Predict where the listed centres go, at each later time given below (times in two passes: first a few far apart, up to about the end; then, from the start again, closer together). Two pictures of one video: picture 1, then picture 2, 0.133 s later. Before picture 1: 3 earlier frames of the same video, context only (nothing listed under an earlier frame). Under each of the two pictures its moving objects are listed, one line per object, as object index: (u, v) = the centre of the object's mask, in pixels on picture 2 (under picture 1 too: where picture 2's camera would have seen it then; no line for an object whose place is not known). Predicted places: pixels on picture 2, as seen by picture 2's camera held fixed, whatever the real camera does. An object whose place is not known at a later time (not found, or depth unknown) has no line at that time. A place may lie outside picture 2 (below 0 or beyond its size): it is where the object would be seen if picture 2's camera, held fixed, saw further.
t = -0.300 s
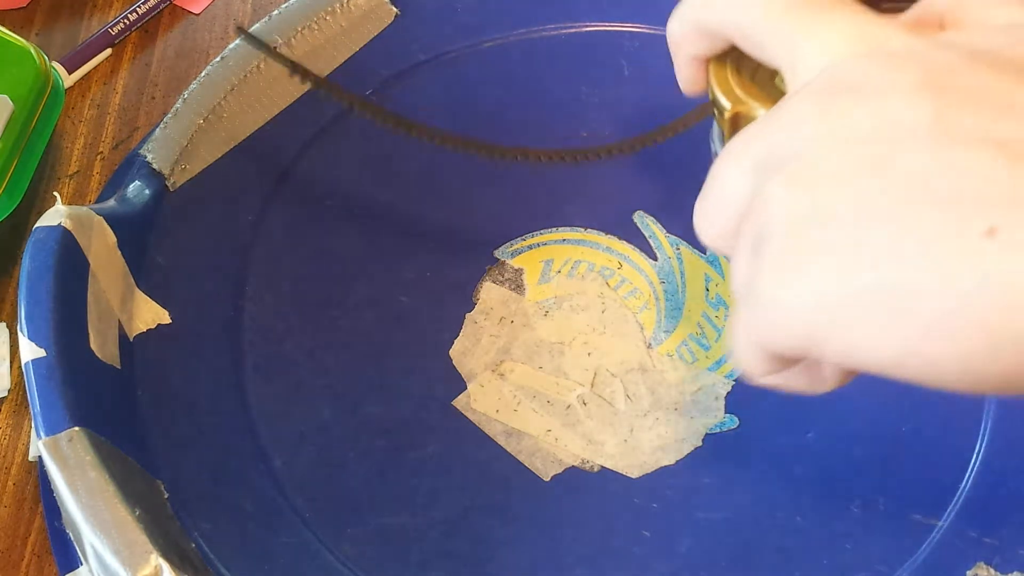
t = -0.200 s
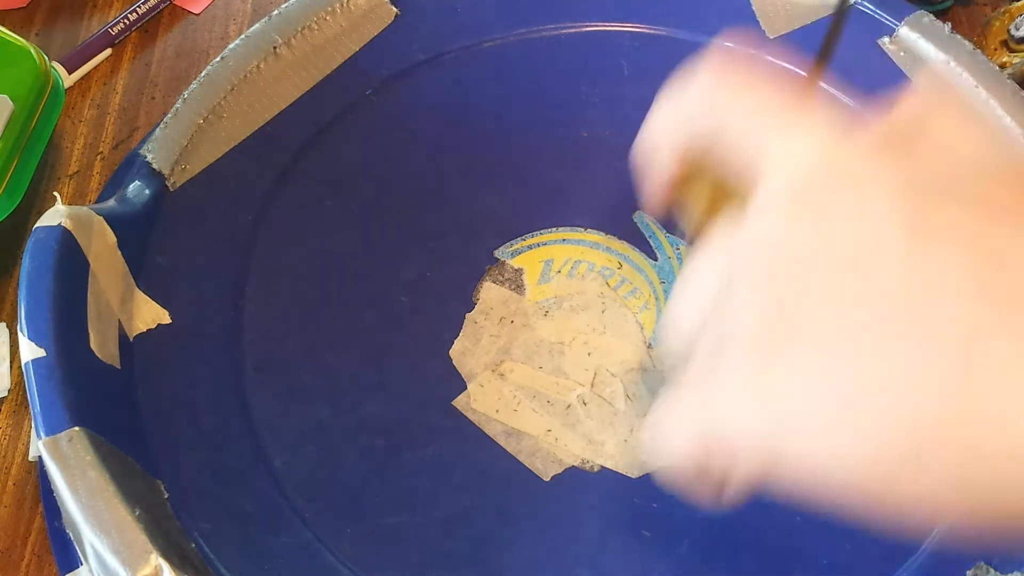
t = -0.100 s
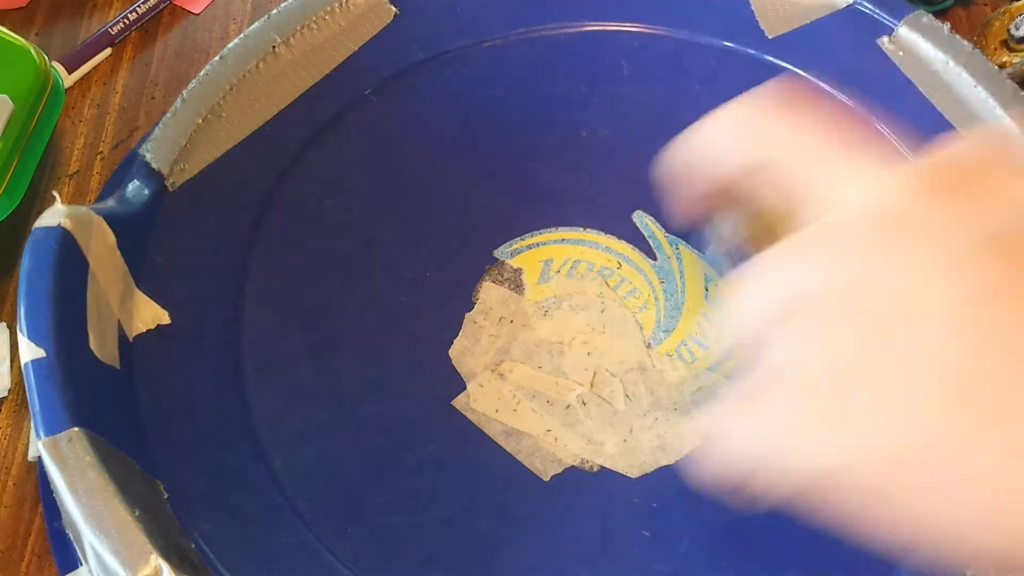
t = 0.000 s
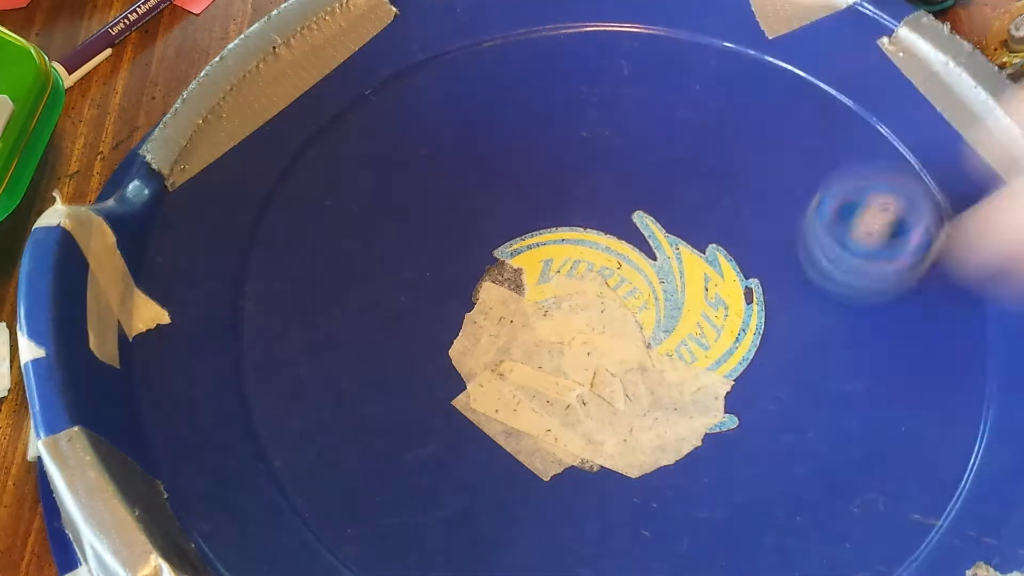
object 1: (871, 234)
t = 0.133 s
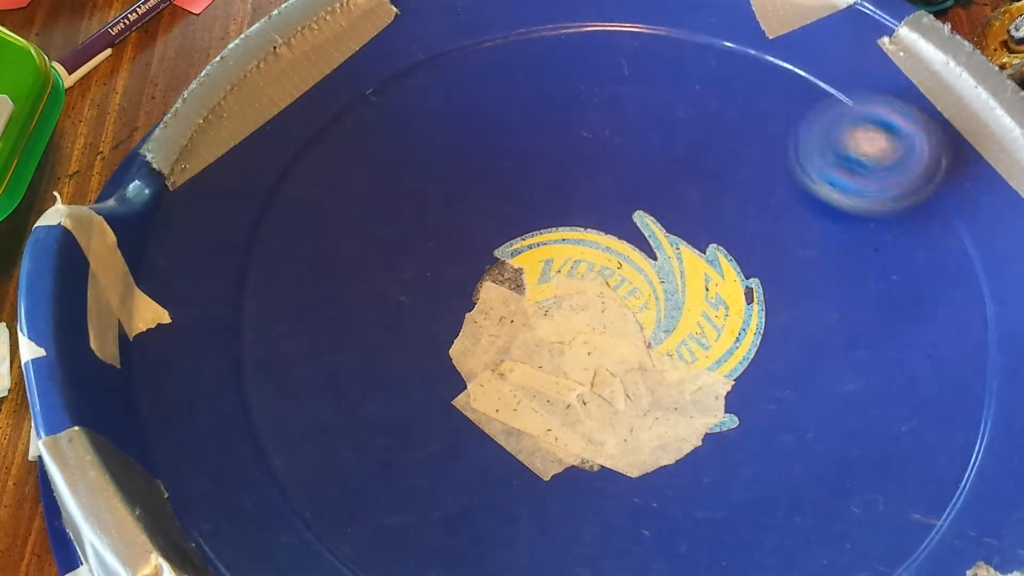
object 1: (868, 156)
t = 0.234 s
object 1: (746, 160)
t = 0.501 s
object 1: (615, 486)
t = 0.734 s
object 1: (908, 491)
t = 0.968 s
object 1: (683, 229)
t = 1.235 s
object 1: (267, 436)
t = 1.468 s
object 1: (712, 546)
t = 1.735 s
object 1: (687, 131)
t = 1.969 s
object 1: (275, 70)
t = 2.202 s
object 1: (435, 441)
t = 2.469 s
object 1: (940, 212)
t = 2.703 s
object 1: (798, 21)
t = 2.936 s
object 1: (558, 205)
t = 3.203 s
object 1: (865, 530)
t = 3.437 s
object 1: (933, 305)
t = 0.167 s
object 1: (832, 147)
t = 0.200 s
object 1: (791, 147)
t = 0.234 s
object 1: (746, 160)
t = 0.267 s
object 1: (704, 177)
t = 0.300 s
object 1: (663, 202)
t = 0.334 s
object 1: (629, 234)
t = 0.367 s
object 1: (597, 284)
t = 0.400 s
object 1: (582, 334)
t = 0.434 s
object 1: (578, 380)
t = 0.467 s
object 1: (590, 436)
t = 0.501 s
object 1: (615, 486)
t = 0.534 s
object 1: (647, 519)
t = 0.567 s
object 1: (680, 532)
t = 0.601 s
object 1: (729, 546)
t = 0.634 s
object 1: (799, 548)
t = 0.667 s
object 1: (845, 539)
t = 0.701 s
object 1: (884, 524)
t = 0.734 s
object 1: (908, 491)
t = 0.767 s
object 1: (916, 438)
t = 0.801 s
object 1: (905, 386)
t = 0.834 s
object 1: (879, 340)
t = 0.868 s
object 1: (841, 302)
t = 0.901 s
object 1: (801, 272)
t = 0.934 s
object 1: (748, 244)
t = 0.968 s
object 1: (683, 229)
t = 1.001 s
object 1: (621, 220)
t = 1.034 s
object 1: (548, 226)
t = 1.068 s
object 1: (485, 238)
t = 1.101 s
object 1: (427, 260)
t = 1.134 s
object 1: (381, 286)
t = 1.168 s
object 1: (326, 328)
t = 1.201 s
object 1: (285, 381)
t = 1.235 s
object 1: (267, 436)
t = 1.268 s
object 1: (277, 491)
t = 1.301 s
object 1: (302, 523)
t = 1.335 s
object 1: (352, 549)
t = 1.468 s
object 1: (712, 546)
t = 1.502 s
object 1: (762, 521)
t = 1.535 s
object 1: (798, 475)
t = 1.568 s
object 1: (816, 411)
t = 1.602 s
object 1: (820, 349)
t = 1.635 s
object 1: (806, 284)
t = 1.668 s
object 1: (774, 223)
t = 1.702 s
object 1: (735, 175)
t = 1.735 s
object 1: (687, 131)
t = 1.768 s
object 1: (634, 93)
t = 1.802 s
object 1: (573, 64)
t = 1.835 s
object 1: (509, 43)
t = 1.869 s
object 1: (452, 36)
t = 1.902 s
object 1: (397, 38)
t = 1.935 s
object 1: (334, 46)
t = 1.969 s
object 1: (275, 70)
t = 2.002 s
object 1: (220, 117)
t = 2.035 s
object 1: (188, 184)
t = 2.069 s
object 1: (207, 242)
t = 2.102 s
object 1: (236, 299)
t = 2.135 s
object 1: (295, 365)
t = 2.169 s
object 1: (363, 408)
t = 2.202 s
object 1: (435, 441)
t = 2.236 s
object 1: (528, 460)
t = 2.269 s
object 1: (632, 453)
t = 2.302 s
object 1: (711, 430)
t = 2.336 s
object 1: (780, 398)
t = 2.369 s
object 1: (829, 358)
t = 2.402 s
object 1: (874, 312)
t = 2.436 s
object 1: (912, 264)
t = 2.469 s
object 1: (940, 212)
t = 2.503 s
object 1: (952, 158)
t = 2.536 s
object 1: (944, 110)
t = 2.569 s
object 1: (945, 49)
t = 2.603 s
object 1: (907, 27)
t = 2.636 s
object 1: (872, 15)
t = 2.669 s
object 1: (841, 10)
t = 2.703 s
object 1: (798, 21)
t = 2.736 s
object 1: (756, 35)
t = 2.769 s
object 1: (710, 47)
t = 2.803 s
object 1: (663, 62)
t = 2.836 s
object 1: (628, 94)
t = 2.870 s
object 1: (597, 129)
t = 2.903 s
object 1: (573, 166)
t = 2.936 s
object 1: (558, 205)
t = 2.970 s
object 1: (551, 258)
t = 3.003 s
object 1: (559, 333)
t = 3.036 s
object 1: (591, 383)
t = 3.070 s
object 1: (636, 442)
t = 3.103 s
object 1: (687, 483)
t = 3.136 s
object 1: (736, 510)
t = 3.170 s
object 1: (794, 522)
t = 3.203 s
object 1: (865, 530)
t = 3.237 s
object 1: (926, 521)
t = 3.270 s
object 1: (956, 510)
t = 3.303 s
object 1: (976, 477)
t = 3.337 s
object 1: (983, 435)
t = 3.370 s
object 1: (978, 385)
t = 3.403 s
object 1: (962, 343)
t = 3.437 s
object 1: (933, 305)
